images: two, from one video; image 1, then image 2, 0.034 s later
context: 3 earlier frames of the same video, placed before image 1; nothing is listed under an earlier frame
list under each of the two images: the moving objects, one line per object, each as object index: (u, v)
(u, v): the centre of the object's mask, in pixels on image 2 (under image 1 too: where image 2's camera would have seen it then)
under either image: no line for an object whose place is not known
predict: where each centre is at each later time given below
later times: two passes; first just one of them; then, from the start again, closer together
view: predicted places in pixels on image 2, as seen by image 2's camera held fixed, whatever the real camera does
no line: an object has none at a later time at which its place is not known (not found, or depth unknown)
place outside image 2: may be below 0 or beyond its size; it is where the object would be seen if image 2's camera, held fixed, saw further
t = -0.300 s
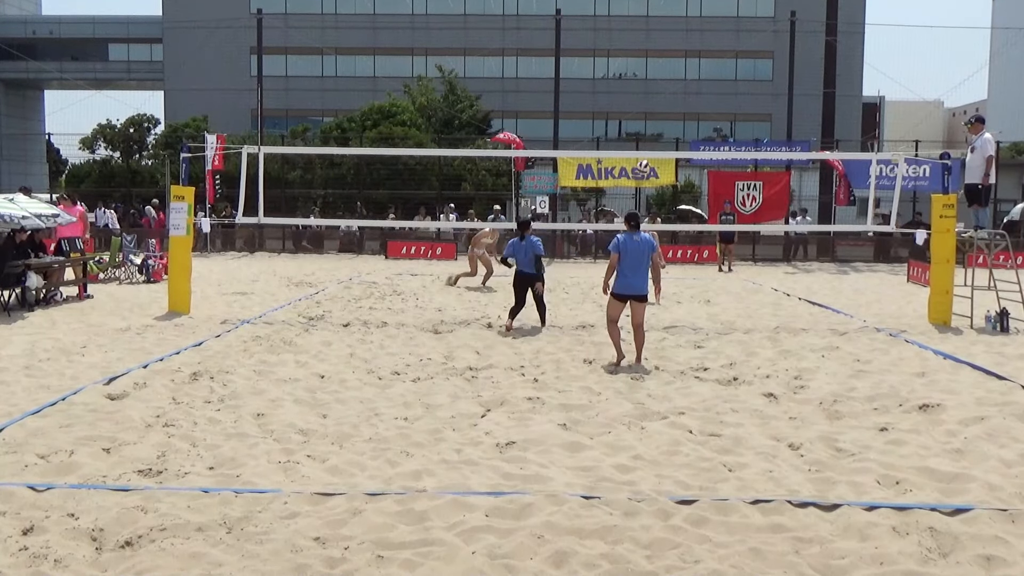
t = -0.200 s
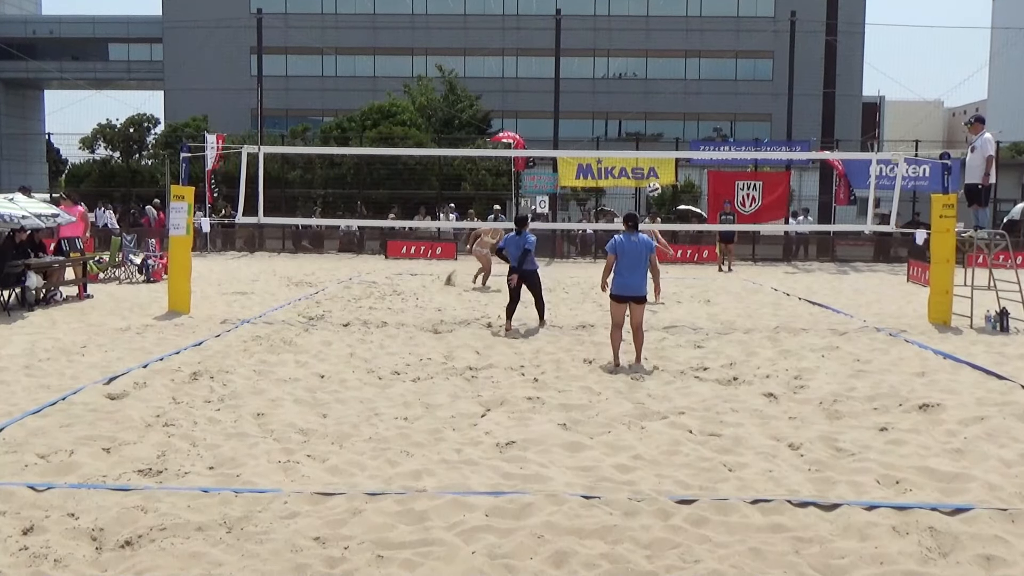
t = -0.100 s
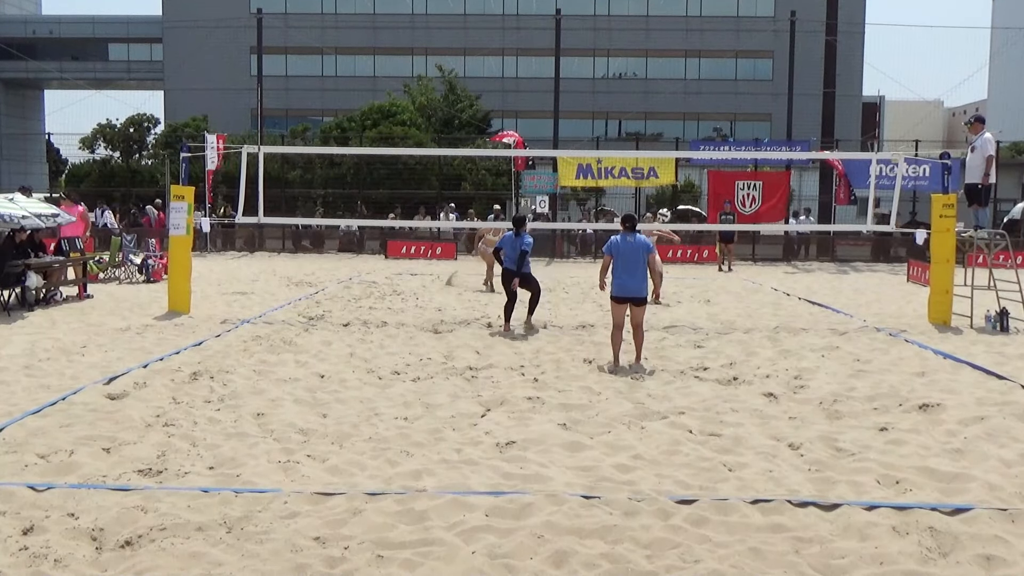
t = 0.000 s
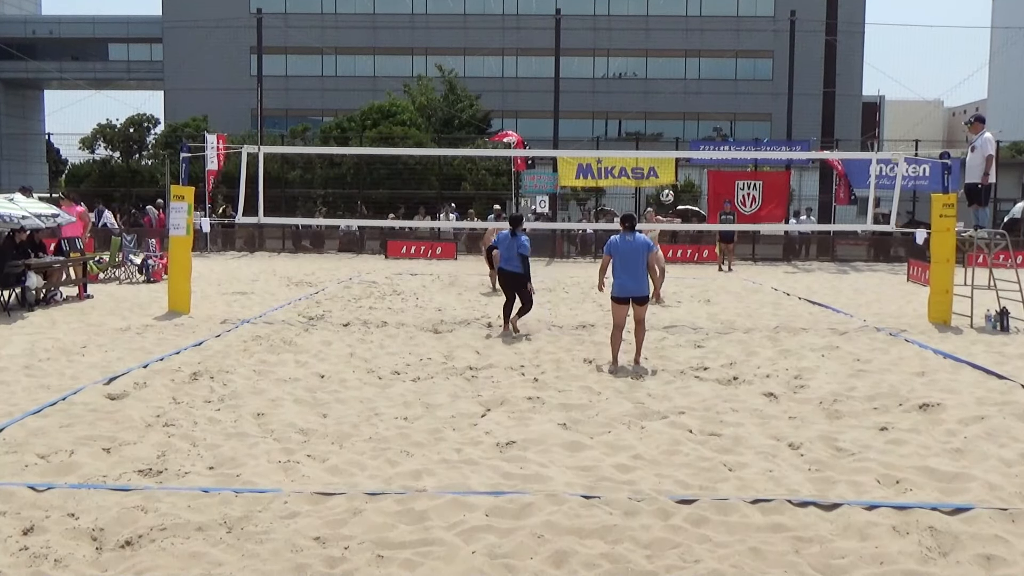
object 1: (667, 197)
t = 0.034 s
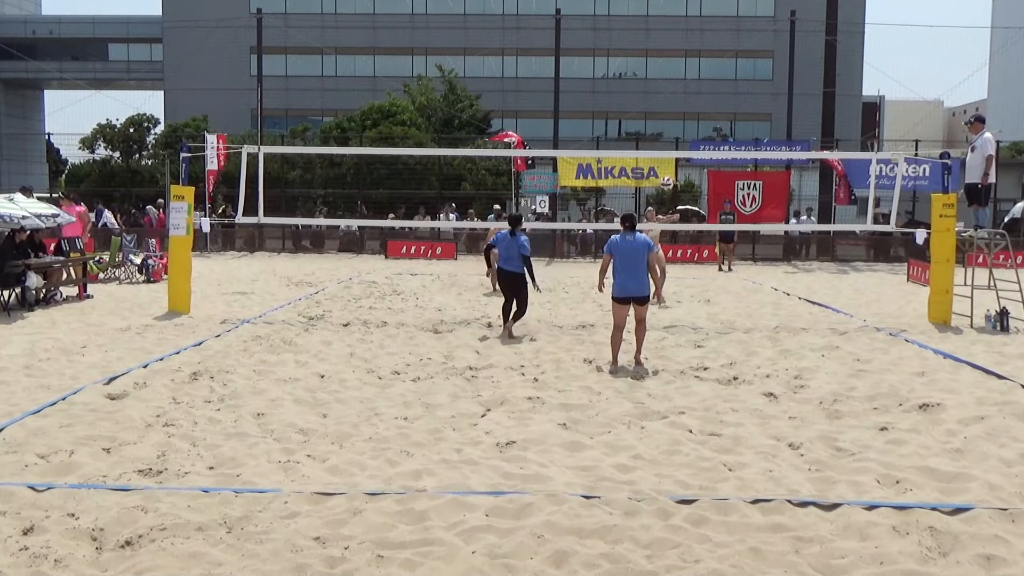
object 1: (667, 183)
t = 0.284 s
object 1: (667, 102)
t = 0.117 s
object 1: (667, 148)
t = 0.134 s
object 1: (667, 145)
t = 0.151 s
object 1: (666, 141)
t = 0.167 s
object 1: (666, 135)
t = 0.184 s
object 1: (667, 130)
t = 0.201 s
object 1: (666, 125)
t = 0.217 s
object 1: (666, 120)
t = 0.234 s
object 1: (666, 115)
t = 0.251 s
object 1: (666, 111)
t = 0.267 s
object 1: (666, 106)
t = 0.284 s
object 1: (667, 102)
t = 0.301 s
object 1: (666, 98)
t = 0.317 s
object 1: (666, 94)
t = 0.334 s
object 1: (666, 90)
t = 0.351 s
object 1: (666, 86)
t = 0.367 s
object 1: (666, 82)
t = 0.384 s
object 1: (667, 79)
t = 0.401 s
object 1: (667, 76)
